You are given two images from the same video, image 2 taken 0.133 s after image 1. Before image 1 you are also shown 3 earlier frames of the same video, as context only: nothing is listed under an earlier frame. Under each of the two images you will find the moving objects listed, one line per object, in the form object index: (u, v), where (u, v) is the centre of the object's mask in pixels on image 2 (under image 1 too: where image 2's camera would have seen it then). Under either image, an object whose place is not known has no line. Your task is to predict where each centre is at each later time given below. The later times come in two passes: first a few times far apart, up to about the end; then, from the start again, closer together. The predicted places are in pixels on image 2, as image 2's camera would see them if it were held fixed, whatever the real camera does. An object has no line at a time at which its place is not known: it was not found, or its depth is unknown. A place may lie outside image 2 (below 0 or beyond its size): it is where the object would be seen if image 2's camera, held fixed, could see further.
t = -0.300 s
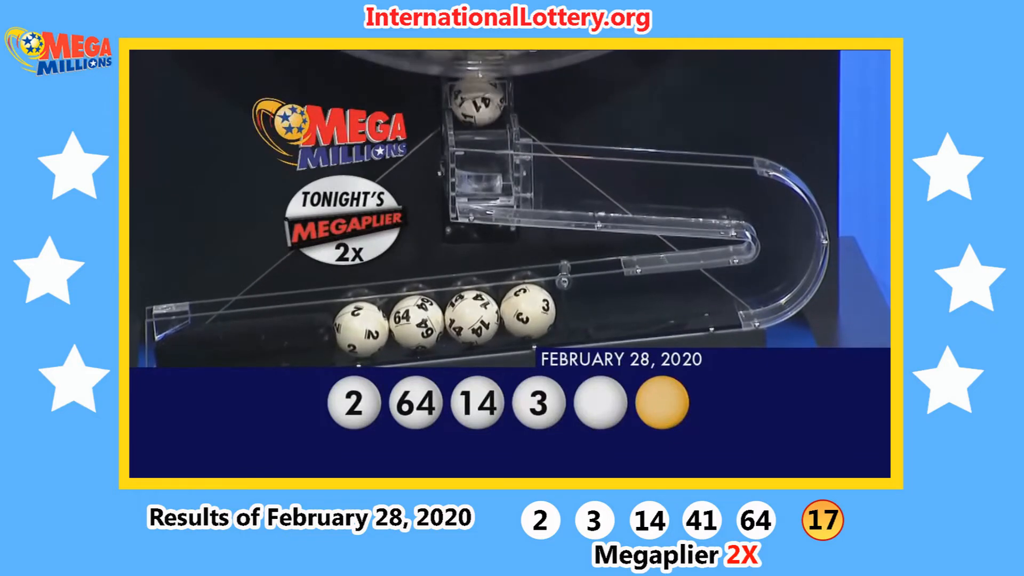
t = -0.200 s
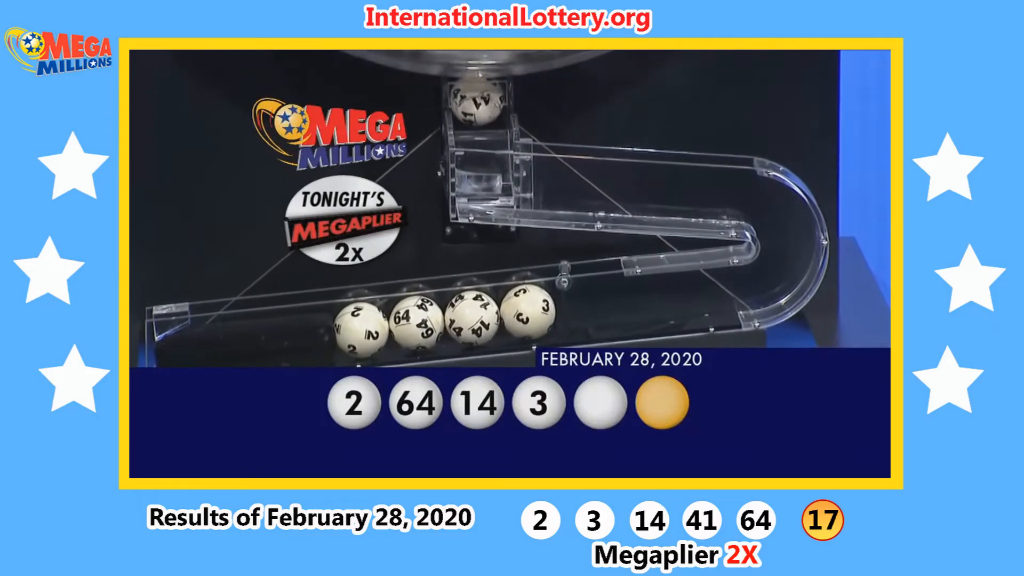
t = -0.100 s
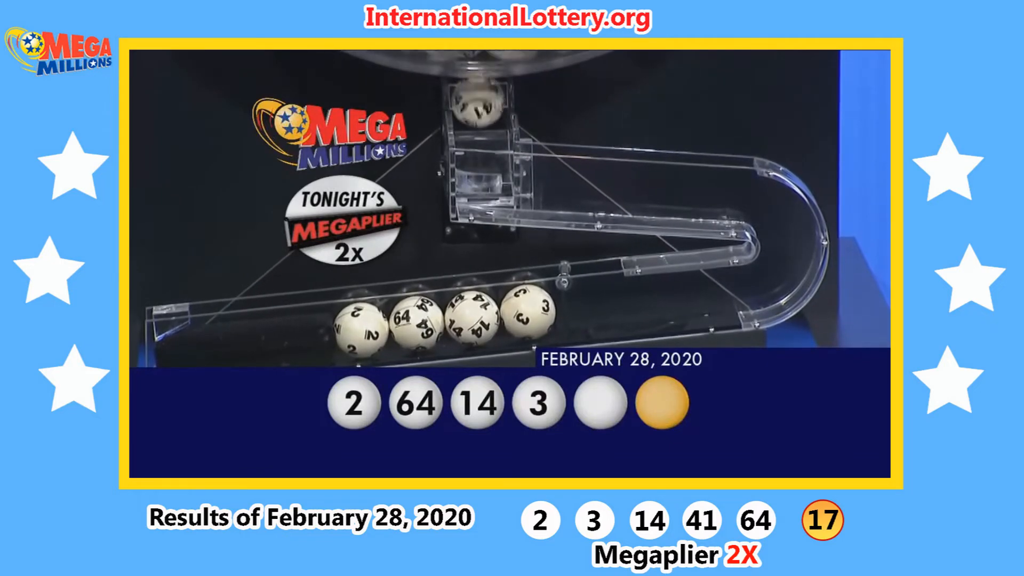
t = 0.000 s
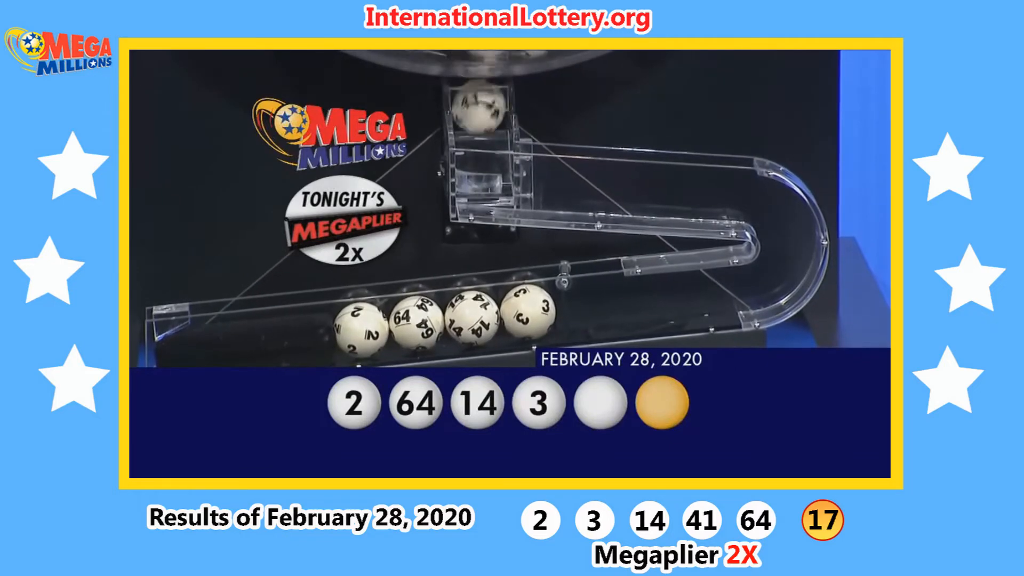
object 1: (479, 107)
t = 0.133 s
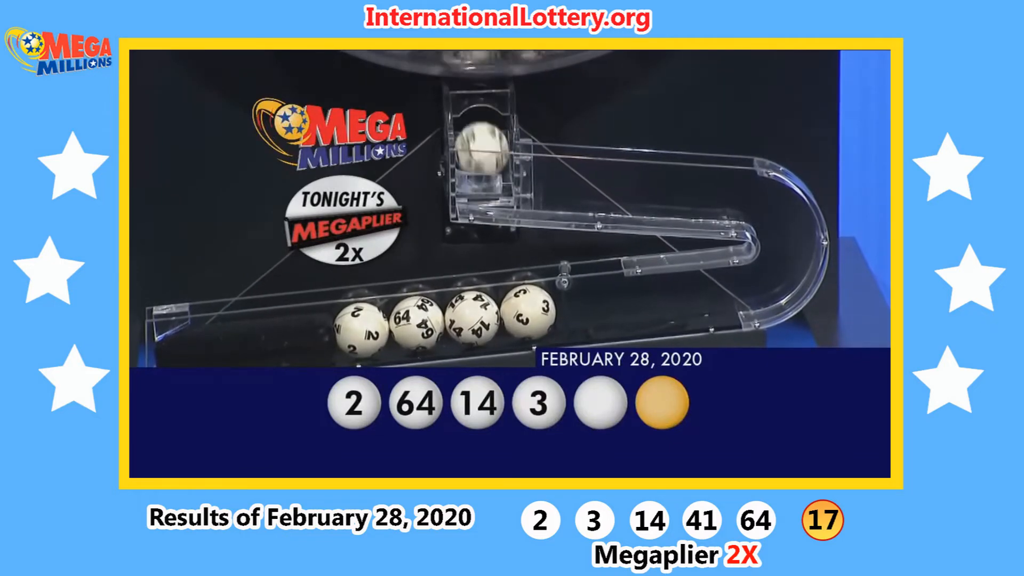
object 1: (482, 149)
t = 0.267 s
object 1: (496, 183)
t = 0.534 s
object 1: (580, 189)
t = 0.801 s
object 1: (679, 194)
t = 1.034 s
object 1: (788, 241)
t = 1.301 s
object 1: (582, 302)
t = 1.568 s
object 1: (582, 306)
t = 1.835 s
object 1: (582, 306)
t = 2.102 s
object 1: (582, 306)
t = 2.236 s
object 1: (582, 306)
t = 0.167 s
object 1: (484, 153)
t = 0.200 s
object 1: (485, 158)
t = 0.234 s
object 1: (488, 168)
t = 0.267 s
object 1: (496, 183)
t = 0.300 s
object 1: (512, 182)
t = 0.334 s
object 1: (524, 184)
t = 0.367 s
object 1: (532, 186)
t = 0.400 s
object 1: (541, 186)
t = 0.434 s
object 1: (550, 187)
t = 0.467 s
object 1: (560, 188)
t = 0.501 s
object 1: (569, 189)
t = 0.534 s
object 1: (580, 189)
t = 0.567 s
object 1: (591, 190)
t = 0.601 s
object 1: (602, 190)
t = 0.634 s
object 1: (613, 191)
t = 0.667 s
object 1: (625, 190)
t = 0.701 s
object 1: (638, 191)
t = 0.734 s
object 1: (650, 193)
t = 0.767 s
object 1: (664, 193)
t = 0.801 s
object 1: (679, 194)
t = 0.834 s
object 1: (694, 194)
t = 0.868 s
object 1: (710, 195)
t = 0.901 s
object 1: (726, 197)
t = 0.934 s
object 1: (743, 197)
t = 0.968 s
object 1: (760, 202)
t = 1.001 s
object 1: (779, 216)
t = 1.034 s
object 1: (788, 241)
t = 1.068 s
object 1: (776, 271)
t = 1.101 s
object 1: (746, 287)
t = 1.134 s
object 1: (713, 292)
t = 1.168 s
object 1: (681, 293)
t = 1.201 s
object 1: (650, 299)
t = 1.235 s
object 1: (618, 301)
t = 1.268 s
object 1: (586, 303)
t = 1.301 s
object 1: (582, 302)
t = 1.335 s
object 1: (584, 305)
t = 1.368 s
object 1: (587, 304)
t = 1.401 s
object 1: (587, 303)
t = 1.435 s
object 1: (588, 305)
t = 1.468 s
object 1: (587, 305)
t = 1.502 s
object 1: (586, 304)
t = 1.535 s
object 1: (584, 305)
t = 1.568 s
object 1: (582, 306)
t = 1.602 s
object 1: (582, 306)
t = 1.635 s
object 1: (582, 306)
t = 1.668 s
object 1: (582, 306)
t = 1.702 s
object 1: (582, 306)
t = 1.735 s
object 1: (582, 306)
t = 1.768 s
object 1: (582, 306)
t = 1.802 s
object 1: (582, 306)
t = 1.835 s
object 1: (582, 306)
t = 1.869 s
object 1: (582, 306)
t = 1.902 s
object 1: (582, 306)
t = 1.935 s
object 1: (582, 306)
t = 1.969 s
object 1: (582, 306)
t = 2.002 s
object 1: (582, 306)
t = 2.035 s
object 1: (582, 307)
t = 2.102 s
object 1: (582, 306)
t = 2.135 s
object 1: (582, 306)
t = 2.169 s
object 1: (582, 306)
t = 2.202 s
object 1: (582, 306)
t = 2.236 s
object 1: (582, 306)
